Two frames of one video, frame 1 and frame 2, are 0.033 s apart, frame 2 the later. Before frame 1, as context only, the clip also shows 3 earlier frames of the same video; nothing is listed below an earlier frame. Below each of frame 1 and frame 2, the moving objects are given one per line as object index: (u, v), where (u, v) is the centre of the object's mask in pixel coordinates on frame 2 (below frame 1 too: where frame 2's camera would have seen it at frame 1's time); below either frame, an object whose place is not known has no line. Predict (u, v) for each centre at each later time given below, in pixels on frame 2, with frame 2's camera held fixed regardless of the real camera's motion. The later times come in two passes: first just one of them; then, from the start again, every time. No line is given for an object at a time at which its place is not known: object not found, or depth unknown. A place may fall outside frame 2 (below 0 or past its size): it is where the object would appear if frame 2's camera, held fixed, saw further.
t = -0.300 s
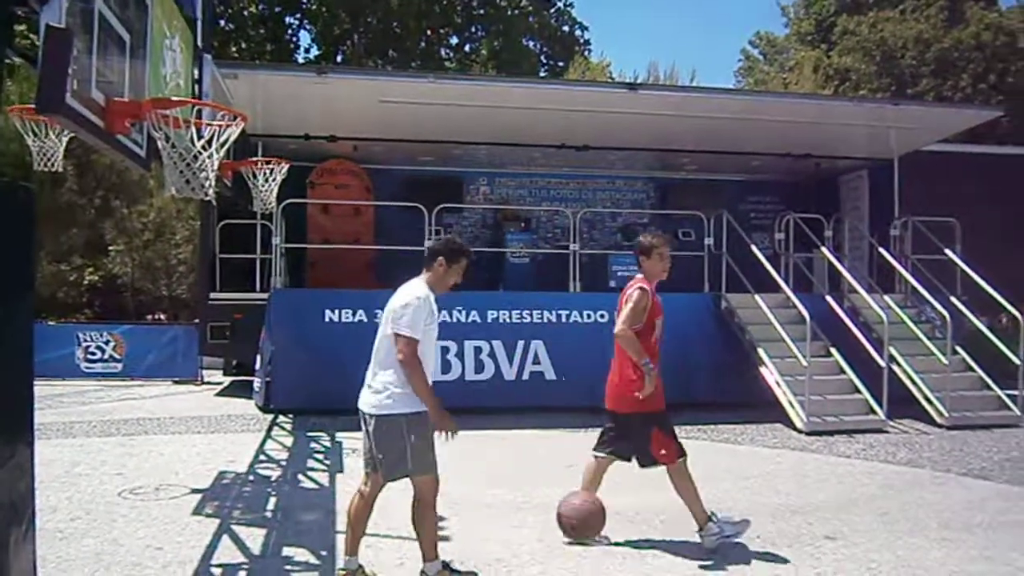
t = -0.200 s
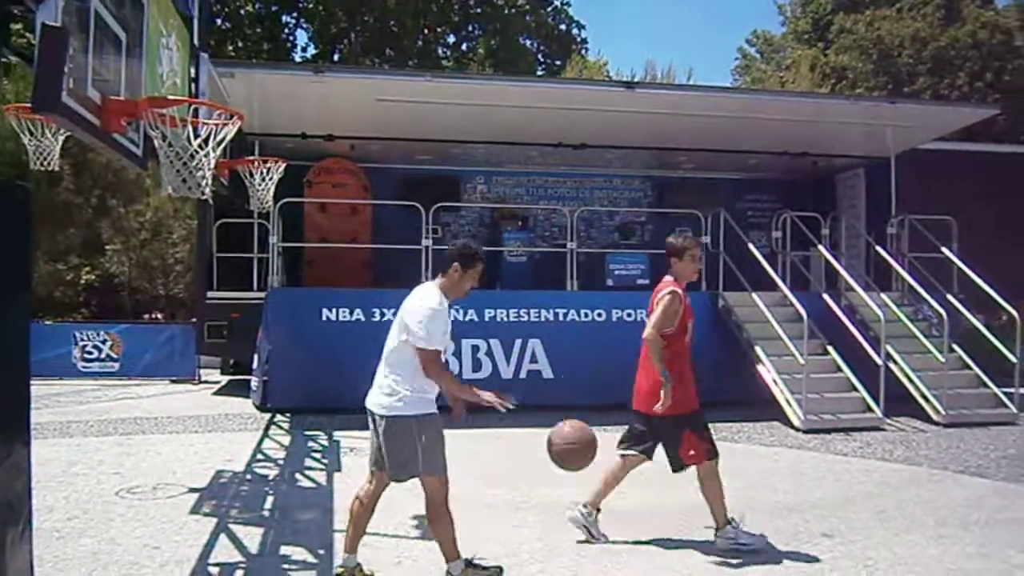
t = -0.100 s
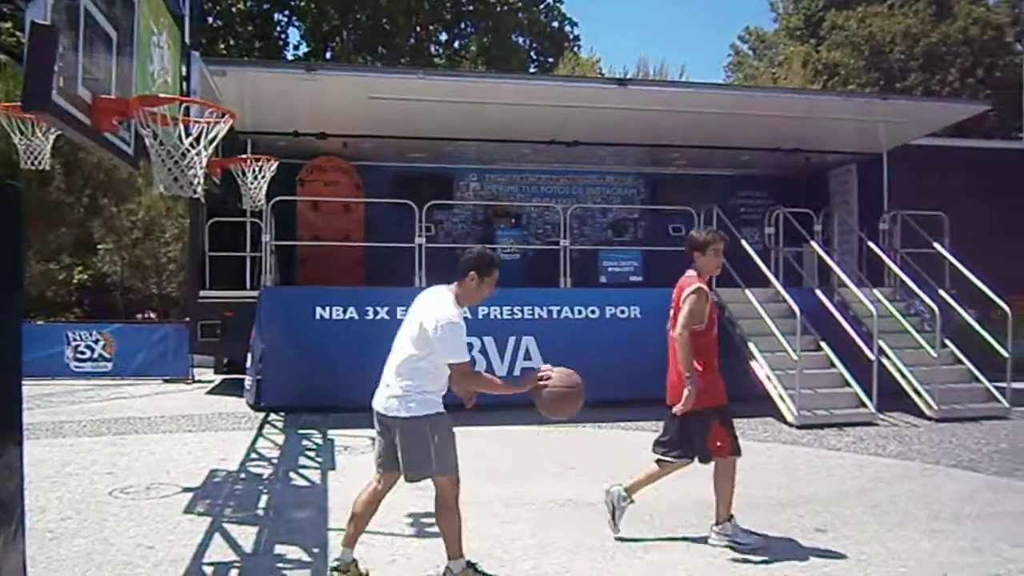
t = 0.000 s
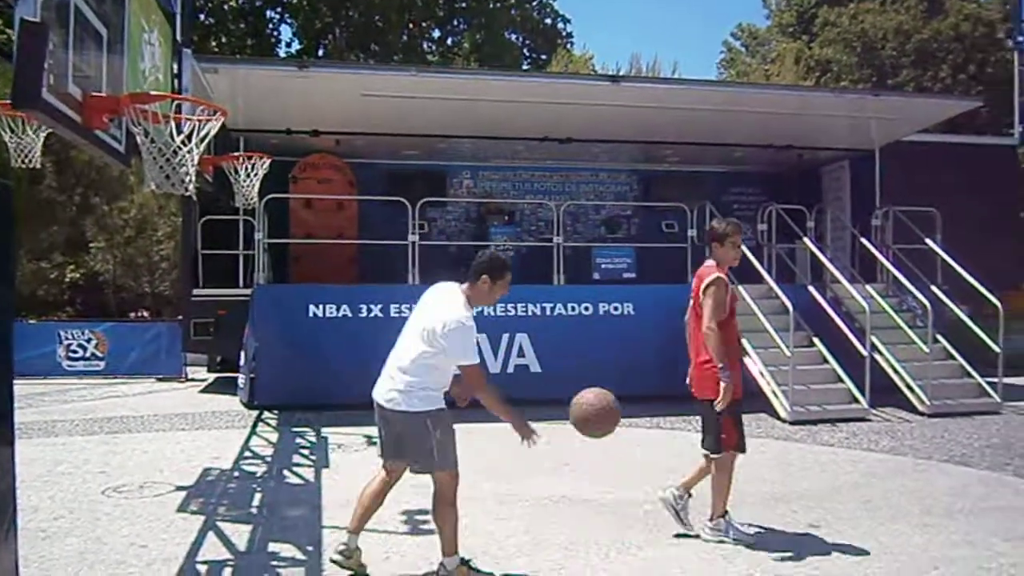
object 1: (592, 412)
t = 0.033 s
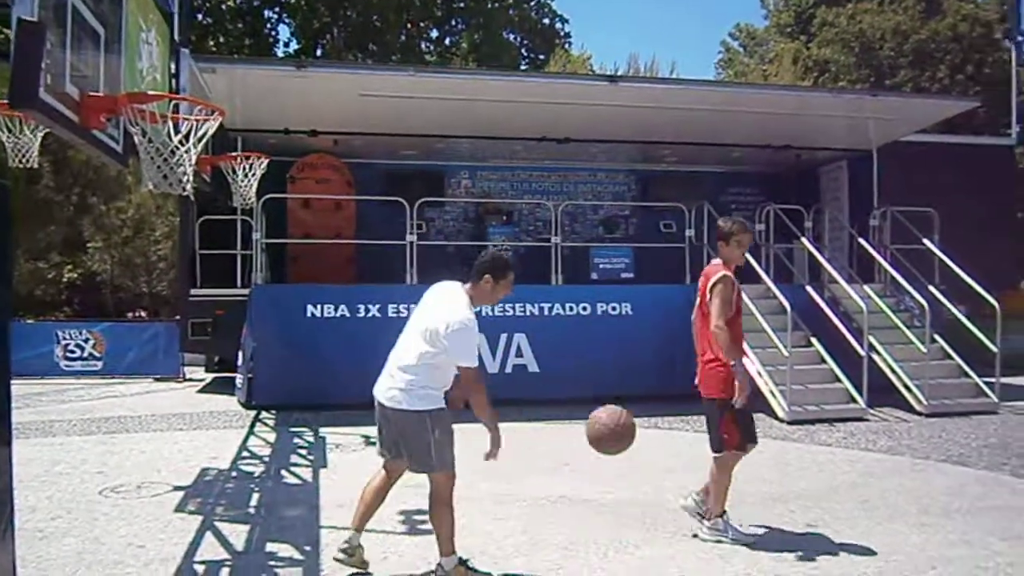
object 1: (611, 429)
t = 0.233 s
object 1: (701, 534)
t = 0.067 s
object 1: (628, 448)
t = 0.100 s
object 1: (645, 469)
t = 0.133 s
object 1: (661, 491)
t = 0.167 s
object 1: (677, 516)
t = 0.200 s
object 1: (693, 542)
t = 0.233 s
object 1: (701, 534)
